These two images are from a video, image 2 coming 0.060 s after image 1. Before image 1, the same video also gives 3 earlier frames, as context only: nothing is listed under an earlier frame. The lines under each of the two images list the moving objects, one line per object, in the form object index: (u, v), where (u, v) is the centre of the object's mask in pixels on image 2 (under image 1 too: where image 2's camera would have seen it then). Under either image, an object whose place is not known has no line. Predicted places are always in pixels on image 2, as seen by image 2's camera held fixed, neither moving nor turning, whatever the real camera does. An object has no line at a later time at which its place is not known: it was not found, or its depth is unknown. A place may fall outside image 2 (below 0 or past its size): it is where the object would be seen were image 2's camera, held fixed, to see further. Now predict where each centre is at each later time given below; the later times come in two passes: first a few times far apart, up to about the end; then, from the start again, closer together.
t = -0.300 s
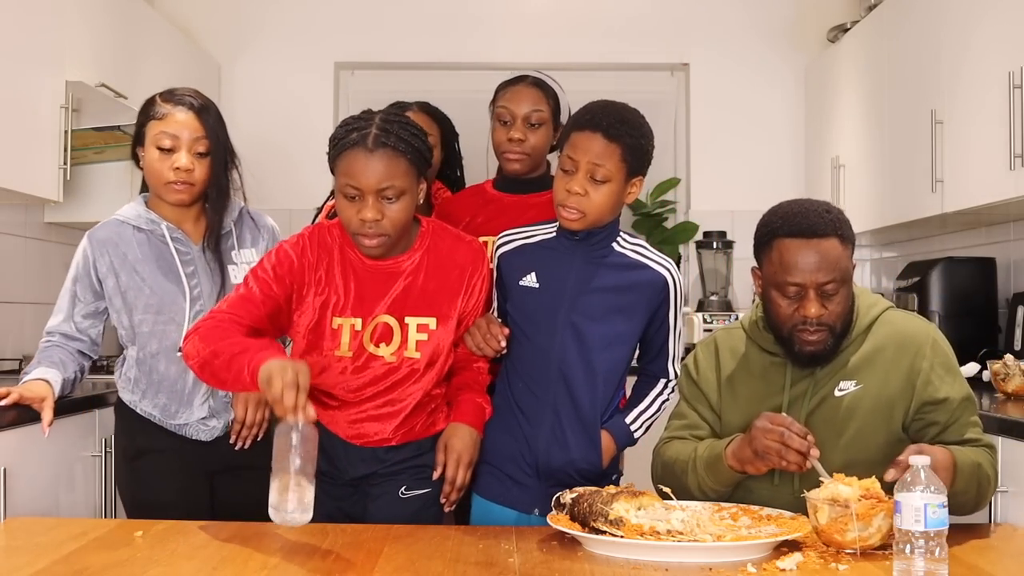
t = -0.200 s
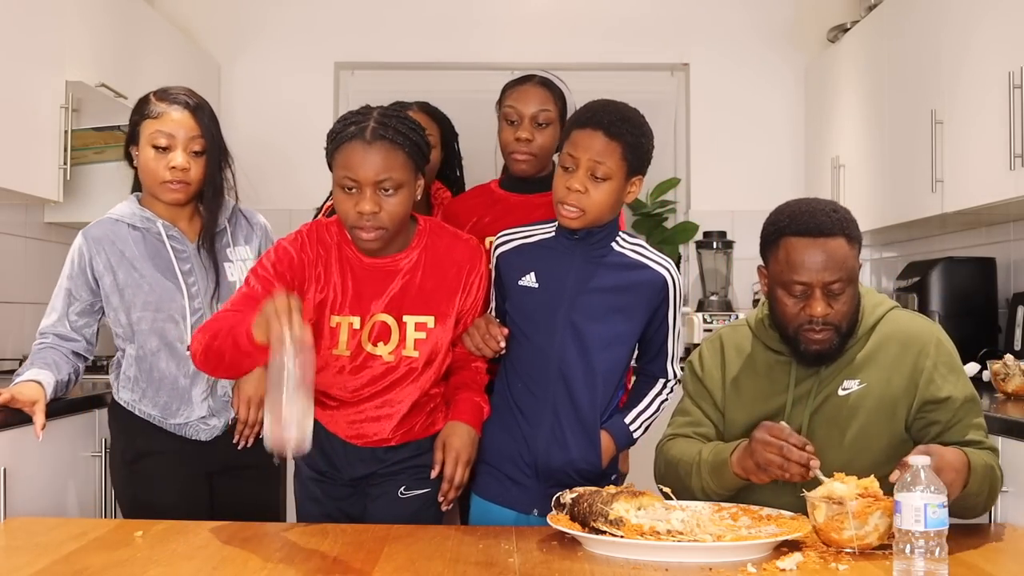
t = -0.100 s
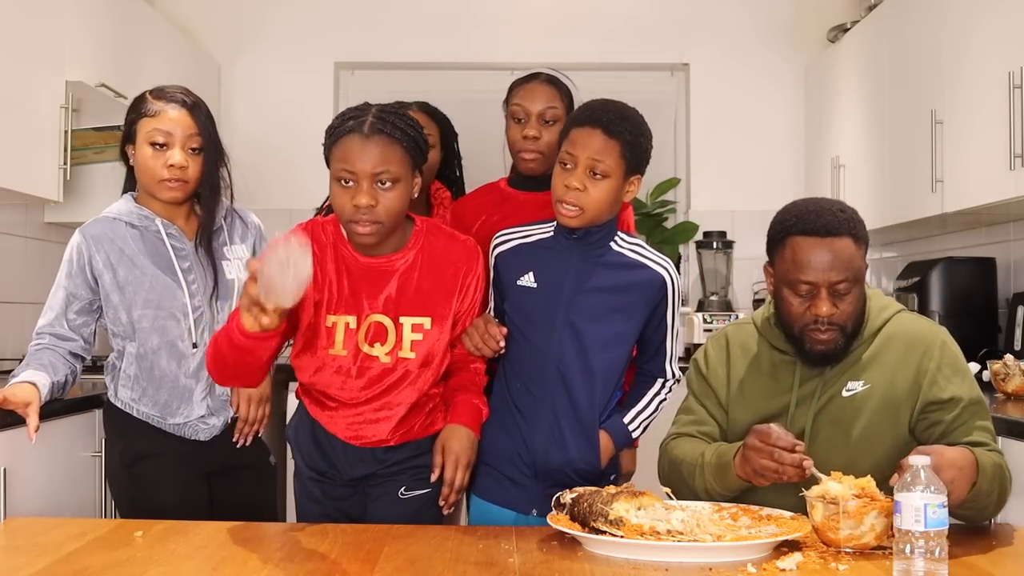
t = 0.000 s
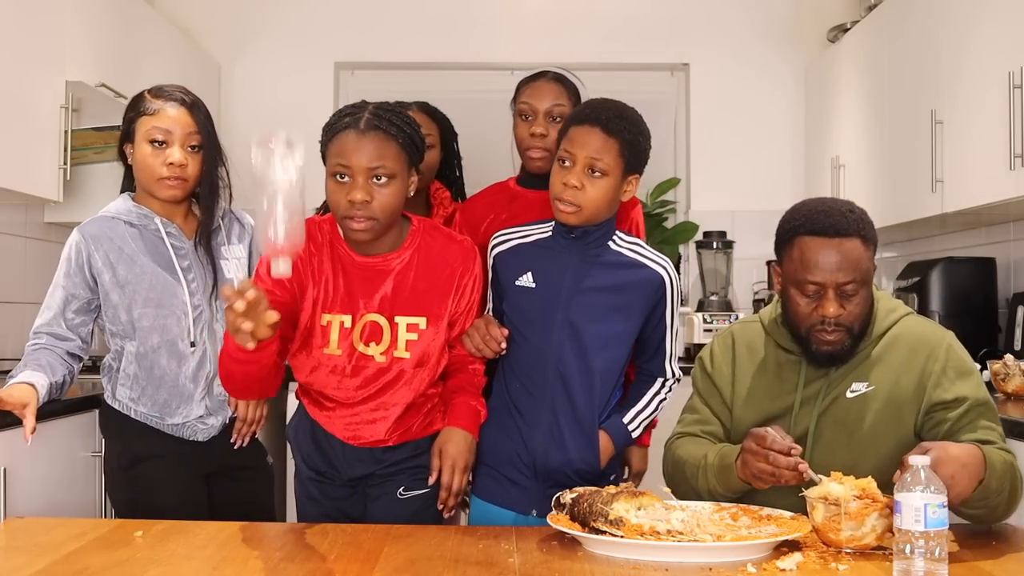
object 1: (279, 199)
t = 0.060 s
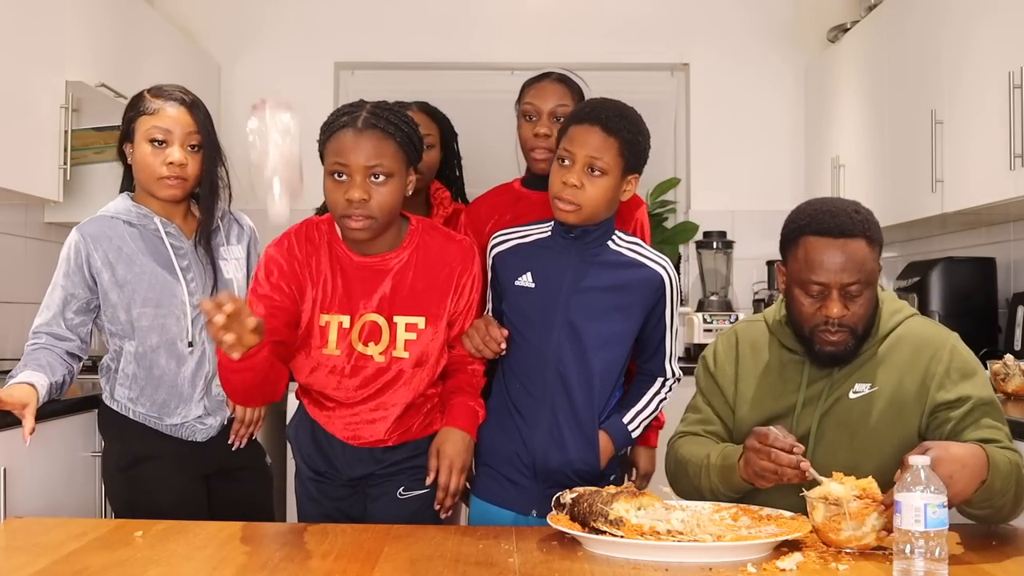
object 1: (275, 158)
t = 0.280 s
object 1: (253, 251)
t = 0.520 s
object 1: (211, 537)
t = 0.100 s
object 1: (271, 138)
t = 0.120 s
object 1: (269, 134)
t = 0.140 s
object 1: (267, 137)
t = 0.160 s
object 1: (266, 143)
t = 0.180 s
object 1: (262, 154)
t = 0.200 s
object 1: (260, 167)
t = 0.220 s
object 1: (259, 181)
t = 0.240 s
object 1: (257, 200)
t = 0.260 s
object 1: (255, 223)
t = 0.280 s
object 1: (253, 251)
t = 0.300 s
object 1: (251, 282)
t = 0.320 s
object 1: (248, 321)
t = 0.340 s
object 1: (245, 361)
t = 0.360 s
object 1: (242, 404)
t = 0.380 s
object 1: (240, 448)
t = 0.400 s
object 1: (236, 494)
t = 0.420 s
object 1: (231, 518)
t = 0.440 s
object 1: (225, 529)
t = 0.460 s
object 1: (222, 530)
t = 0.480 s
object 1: (219, 531)
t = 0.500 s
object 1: (215, 534)
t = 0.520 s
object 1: (211, 537)
